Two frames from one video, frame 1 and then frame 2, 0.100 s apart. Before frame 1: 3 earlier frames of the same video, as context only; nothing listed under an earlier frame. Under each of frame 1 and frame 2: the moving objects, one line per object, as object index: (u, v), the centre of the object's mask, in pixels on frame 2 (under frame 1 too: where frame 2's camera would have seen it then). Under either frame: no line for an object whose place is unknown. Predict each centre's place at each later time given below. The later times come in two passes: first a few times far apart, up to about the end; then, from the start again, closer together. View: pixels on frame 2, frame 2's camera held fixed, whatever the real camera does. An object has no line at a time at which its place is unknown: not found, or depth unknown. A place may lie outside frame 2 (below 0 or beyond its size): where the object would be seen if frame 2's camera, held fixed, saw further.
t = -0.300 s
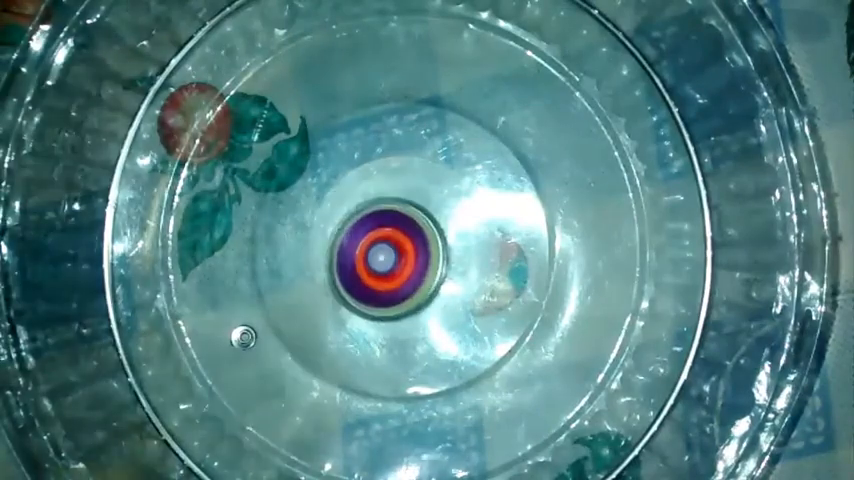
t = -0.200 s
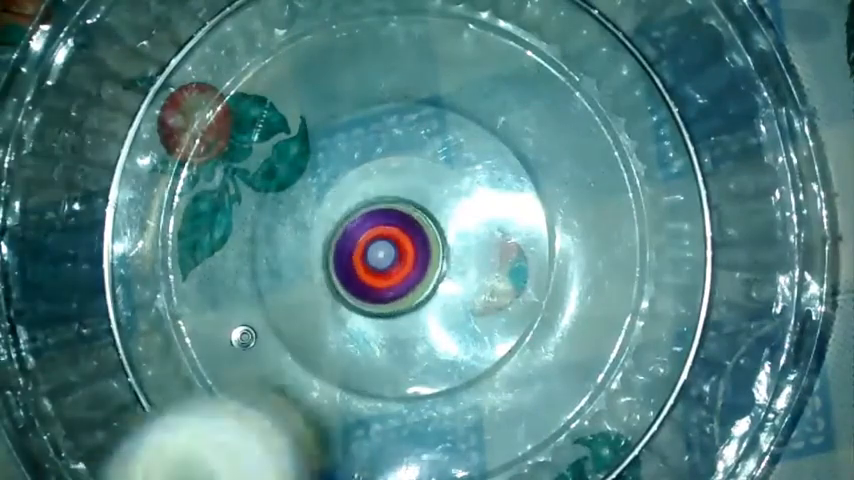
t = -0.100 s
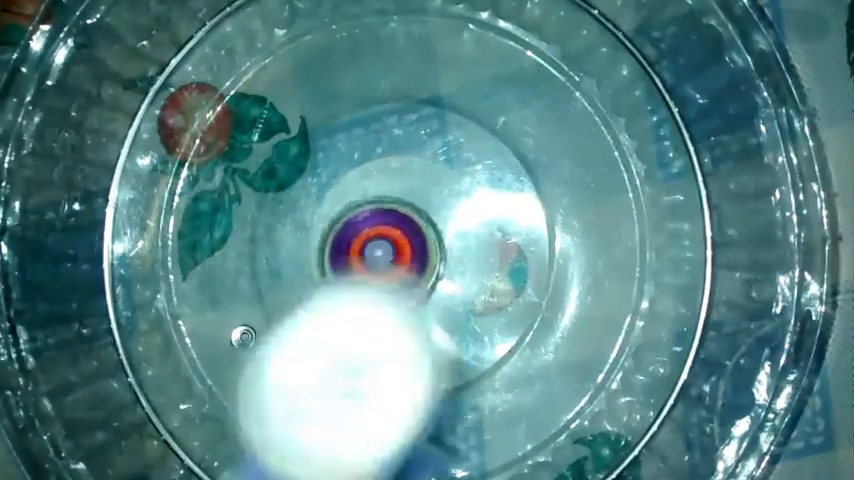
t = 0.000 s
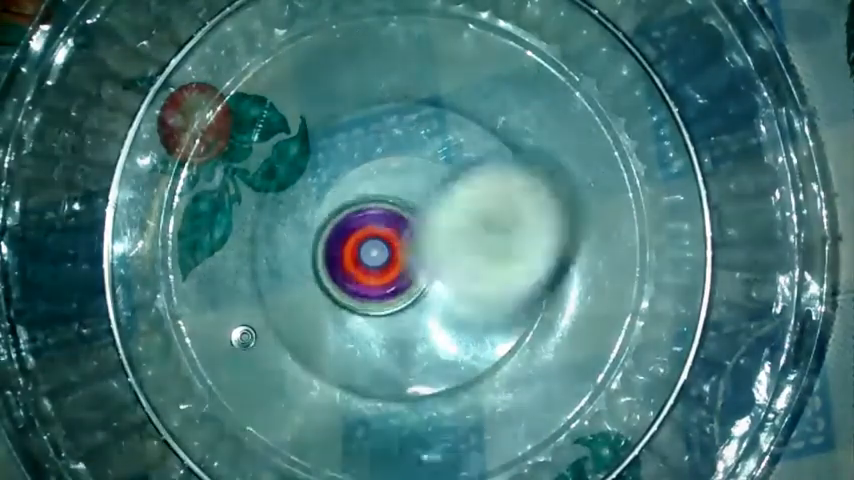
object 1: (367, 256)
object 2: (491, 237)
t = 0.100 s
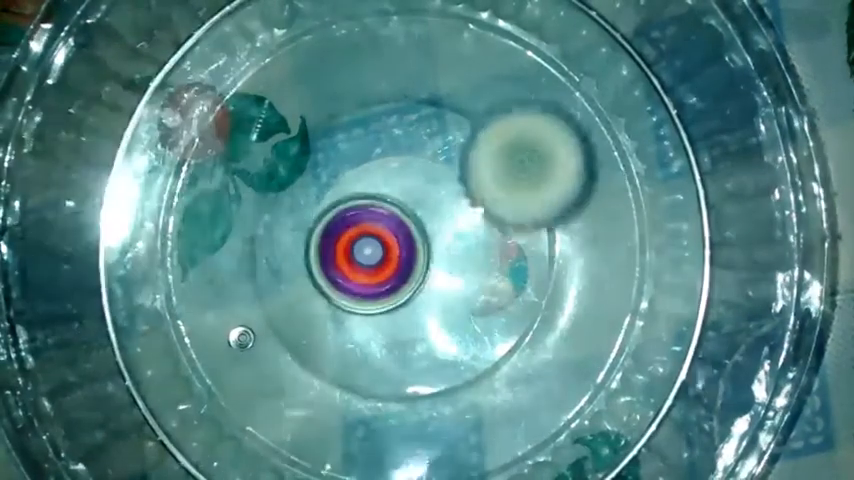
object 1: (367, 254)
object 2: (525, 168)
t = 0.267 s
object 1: (356, 245)
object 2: (486, 160)
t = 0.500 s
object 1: (273, 409)
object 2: (514, 31)
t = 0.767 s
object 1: (293, 401)
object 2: (491, 99)
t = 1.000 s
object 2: (277, 183)
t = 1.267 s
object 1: (355, 313)
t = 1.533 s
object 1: (423, 262)
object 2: (228, 357)
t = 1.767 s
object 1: (415, 247)
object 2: (221, 349)
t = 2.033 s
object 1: (427, 238)
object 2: (264, 335)
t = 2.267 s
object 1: (423, 237)
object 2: (251, 313)
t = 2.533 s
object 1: (421, 231)
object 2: (213, 311)
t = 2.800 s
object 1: (396, 246)
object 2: (251, 322)
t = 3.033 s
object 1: (396, 249)
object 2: (270, 309)
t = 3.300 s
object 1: (400, 249)
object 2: (262, 299)
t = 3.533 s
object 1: (400, 250)
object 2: (267, 286)
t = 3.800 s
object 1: (392, 251)
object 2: (233, 270)
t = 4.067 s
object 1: (391, 250)
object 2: (236, 290)
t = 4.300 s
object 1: (392, 250)
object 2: (259, 278)
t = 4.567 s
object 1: (398, 251)
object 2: (264, 279)
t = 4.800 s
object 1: (397, 254)
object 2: (258, 290)
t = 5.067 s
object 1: (390, 252)
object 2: (265, 302)
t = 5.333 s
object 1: (391, 245)
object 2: (261, 297)
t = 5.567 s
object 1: (395, 249)
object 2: (262, 283)
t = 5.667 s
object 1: (400, 250)
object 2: (265, 283)
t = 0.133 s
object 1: (365, 253)
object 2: (521, 158)
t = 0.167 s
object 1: (362, 251)
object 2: (515, 153)
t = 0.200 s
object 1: (359, 250)
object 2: (506, 150)
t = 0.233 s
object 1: (357, 248)
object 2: (497, 153)
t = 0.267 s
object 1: (356, 245)
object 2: (486, 160)
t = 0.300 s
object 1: (356, 243)
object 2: (473, 171)
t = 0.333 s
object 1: (352, 246)
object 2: (465, 179)
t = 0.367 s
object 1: (336, 286)
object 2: (477, 117)
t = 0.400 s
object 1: (323, 321)
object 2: (488, 82)
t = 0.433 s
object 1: (305, 354)
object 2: (499, 52)
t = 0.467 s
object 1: (288, 387)
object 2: (508, 36)
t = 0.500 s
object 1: (273, 409)
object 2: (514, 31)
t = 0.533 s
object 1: (266, 419)
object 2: (520, 28)
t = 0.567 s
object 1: (260, 425)
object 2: (526, 31)
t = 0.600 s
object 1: (263, 424)
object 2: (532, 37)
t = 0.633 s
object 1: (268, 421)
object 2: (536, 44)
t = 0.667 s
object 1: (274, 417)
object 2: (538, 63)
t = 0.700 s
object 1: (282, 411)
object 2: (530, 72)
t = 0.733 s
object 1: (288, 406)
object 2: (513, 86)
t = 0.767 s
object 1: (293, 401)
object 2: (491, 99)
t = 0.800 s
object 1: (298, 397)
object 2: (456, 114)
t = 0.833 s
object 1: (303, 393)
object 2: (423, 126)
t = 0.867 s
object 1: (307, 388)
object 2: (396, 139)
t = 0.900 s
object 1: (311, 382)
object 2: (367, 154)
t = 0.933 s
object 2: (338, 164)
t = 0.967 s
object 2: (304, 174)
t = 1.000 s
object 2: (277, 183)
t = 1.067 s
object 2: (229, 199)
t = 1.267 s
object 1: (355, 313)
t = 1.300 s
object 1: (360, 306)
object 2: (209, 232)
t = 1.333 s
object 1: (365, 299)
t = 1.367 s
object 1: (370, 294)
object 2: (235, 254)
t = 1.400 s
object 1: (375, 289)
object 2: (245, 272)
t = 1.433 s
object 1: (381, 284)
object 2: (254, 292)
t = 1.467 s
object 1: (401, 277)
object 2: (246, 321)
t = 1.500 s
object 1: (419, 267)
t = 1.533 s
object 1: (423, 262)
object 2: (228, 357)
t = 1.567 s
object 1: (424, 258)
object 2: (213, 377)
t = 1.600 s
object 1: (423, 255)
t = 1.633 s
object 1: (421, 252)
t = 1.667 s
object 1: (419, 250)
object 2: (209, 376)
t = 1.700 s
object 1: (418, 248)
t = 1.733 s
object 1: (417, 247)
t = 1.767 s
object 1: (415, 247)
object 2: (221, 349)
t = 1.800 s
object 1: (413, 246)
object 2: (231, 337)
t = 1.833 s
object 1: (411, 247)
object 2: (248, 334)
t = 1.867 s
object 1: (409, 247)
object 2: (265, 326)
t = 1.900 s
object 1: (408, 247)
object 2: (286, 316)
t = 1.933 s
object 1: (417, 241)
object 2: (286, 317)
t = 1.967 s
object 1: (426, 236)
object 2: (273, 325)
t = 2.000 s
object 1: (428, 236)
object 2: (266, 334)
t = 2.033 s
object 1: (427, 238)
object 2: (264, 335)
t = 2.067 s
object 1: (425, 240)
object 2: (265, 336)
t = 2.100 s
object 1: (422, 241)
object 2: (268, 333)
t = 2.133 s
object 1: (418, 242)
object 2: (272, 334)
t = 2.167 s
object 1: (413, 244)
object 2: (277, 325)
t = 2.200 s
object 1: (408, 245)
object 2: (282, 317)
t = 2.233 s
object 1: (404, 246)
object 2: (281, 305)
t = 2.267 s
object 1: (423, 237)
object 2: (251, 313)
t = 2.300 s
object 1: (437, 232)
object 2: (223, 310)
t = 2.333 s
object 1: (444, 231)
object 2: (203, 325)
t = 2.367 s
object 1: (444, 230)
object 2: (194, 331)
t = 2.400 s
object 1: (441, 232)
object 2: (190, 332)
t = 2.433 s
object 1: (436, 230)
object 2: (189, 332)
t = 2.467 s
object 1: (432, 230)
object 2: (194, 325)
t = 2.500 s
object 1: (427, 230)
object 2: (203, 317)
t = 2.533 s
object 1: (421, 231)
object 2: (213, 311)
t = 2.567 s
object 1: (414, 231)
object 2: (223, 307)
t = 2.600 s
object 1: (407, 231)
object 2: (235, 307)
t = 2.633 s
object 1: (400, 233)
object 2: (251, 301)
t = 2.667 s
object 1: (394, 237)
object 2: (266, 299)
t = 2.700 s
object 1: (395, 240)
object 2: (273, 307)
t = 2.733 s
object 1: (402, 241)
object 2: (262, 314)
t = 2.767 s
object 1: (400, 244)
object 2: (254, 324)
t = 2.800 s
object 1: (396, 246)
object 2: (251, 322)
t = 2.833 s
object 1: (395, 247)
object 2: (250, 324)
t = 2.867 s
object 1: (395, 247)
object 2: (251, 330)
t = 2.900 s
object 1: (395, 247)
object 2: (254, 332)
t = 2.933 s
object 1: (394, 248)
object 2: (258, 329)
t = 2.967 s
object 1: (394, 248)
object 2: (264, 319)
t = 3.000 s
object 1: (394, 249)
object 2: (270, 315)
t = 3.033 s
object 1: (396, 249)
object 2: (270, 309)
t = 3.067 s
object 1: (399, 249)
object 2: (262, 309)
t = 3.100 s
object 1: (400, 250)
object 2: (257, 308)
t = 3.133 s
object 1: (401, 250)
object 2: (255, 311)
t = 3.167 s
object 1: (401, 250)
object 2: (255, 309)
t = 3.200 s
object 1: (400, 249)
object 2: (255, 308)
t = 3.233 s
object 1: (400, 249)
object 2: (255, 306)
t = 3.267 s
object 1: (400, 249)
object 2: (260, 300)
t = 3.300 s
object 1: (400, 249)
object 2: (262, 299)
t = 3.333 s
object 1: (399, 249)
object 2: (261, 297)
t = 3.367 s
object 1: (398, 249)
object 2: (262, 291)
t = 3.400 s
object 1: (398, 249)
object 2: (265, 287)
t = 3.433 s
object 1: (398, 249)
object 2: (265, 291)
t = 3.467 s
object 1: (398, 249)
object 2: (268, 289)
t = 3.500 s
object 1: (398, 249)
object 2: (268, 284)
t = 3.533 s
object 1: (400, 250)
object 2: (267, 286)
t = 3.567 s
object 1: (402, 253)
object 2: (252, 284)
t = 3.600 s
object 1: (396, 257)
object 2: (240, 277)
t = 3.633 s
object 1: (390, 258)
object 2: (229, 273)
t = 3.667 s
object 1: (390, 257)
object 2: (227, 272)
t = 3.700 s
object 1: (391, 256)
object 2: (223, 271)
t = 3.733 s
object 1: (392, 255)
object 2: (220, 272)
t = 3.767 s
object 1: (393, 253)
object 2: (224, 269)
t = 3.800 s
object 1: (392, 251)
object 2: (233, 270)
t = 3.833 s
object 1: (392, 249)
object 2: (237, 272)
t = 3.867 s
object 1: (392, 248)
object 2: (244, 270)
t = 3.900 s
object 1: (392, 247)
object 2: (252, 270)
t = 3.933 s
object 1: (394, 248)
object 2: (259, 275)
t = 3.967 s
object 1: (402, 249)
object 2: (246, 280)
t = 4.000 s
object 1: (403, 251)
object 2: (239, 282)
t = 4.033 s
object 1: (398, 251)
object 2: (235, 287)
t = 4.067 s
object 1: (391, 250)
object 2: (236, 290)
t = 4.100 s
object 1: (387, 248)
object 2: (239, 287)
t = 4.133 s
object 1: (387, 248)
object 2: (247, 286)
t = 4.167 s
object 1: (387, 249)
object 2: (248, 285)
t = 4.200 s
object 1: (387, 250)
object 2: (253, 279)
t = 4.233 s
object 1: (390, 250)
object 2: (256, 279)
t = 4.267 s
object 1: (392, 250)
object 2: (258, 280)
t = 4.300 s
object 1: (392, 250)
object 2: (259, 278)
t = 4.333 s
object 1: (394, 250)
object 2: (259, 273)
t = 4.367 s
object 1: (395, 251)
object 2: (258, 276)
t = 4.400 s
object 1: (395, 251)
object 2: (259, 277)
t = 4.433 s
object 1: (395, 250)
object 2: (260, 274)
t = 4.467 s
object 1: (395, 250)
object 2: (264, 278)
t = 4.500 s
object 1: (397, 251)
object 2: (263, 280)
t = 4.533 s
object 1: (397, 251)
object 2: (262, 278)
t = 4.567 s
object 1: (398, 251)
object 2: (264, 279)
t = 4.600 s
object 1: (397, 251)
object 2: (264, 284)
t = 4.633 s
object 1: (398, 251)
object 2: (267, 281)
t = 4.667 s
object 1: (400, 252)
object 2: (269, 282)
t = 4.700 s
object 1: (405, 252)
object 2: (260, 286)
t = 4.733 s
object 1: (401, 255)
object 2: (254, 284)
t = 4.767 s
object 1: (398, 255)
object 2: (259, 287)
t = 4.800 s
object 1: (397, 254)
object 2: (258, 290)
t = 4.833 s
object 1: (396, 252)
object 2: (260, 287)
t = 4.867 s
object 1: (395, 251)
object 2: (267, 292)
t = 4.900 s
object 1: (395, 251)
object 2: (269, 295)
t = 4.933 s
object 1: (396, 252)
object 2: (261, 294)
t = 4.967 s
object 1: (391, 254)
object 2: (257, 303)
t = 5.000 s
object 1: (389, 254)
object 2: (254, 309)
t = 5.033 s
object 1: (390, 253)
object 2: (258, 304)
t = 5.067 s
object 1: (390, 252)
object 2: (265, 302)
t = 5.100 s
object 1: (390, 251)
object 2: (262, 302)
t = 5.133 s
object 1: (391, 249)
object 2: (262, 295)
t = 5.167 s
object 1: (392, 247)
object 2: (260, 302)
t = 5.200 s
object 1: (391, 246)
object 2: (257, 301)
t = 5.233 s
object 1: (391, 245)
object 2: (261, 293)
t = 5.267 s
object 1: (391, 245)
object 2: (261, 297)
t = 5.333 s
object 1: (391, 245)
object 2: (261, 297)
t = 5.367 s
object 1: (392, 245)
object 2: (264, 288)
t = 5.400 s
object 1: (393, 246)
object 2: (262, 294)
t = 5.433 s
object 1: (392, 247)
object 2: (260, 294)
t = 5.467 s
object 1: (394, 247)
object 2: (265, 285)
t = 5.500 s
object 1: (395, 248)
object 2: (264, 287)
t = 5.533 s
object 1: (395, 249)
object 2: (259, 289)
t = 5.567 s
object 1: (395, 249)
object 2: (262, 283)
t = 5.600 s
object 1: (395, 249)
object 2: (265, 286)
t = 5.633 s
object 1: (396, 250)
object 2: (264, 281)
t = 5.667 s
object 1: (400, 250)
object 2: (265, 283)
